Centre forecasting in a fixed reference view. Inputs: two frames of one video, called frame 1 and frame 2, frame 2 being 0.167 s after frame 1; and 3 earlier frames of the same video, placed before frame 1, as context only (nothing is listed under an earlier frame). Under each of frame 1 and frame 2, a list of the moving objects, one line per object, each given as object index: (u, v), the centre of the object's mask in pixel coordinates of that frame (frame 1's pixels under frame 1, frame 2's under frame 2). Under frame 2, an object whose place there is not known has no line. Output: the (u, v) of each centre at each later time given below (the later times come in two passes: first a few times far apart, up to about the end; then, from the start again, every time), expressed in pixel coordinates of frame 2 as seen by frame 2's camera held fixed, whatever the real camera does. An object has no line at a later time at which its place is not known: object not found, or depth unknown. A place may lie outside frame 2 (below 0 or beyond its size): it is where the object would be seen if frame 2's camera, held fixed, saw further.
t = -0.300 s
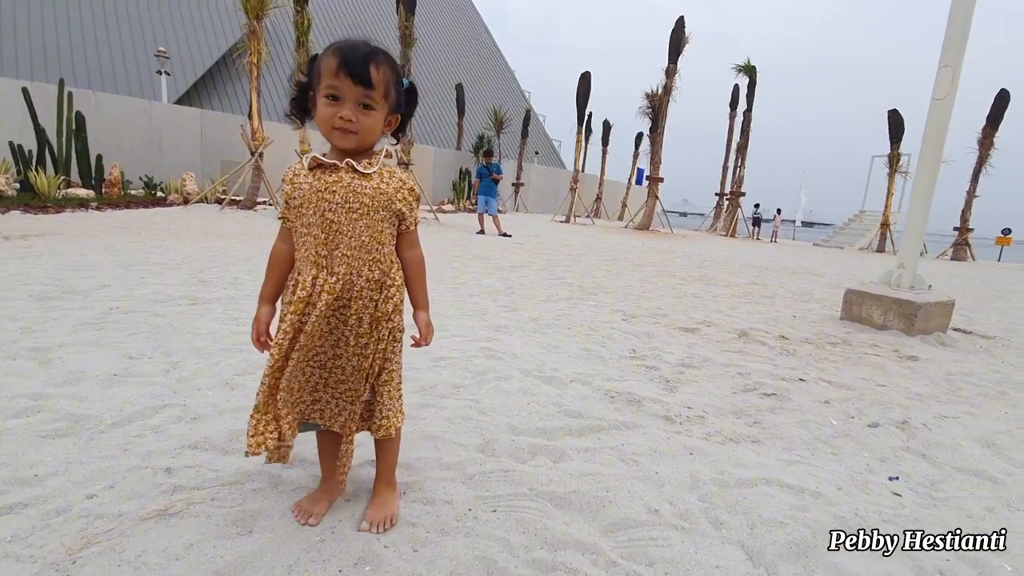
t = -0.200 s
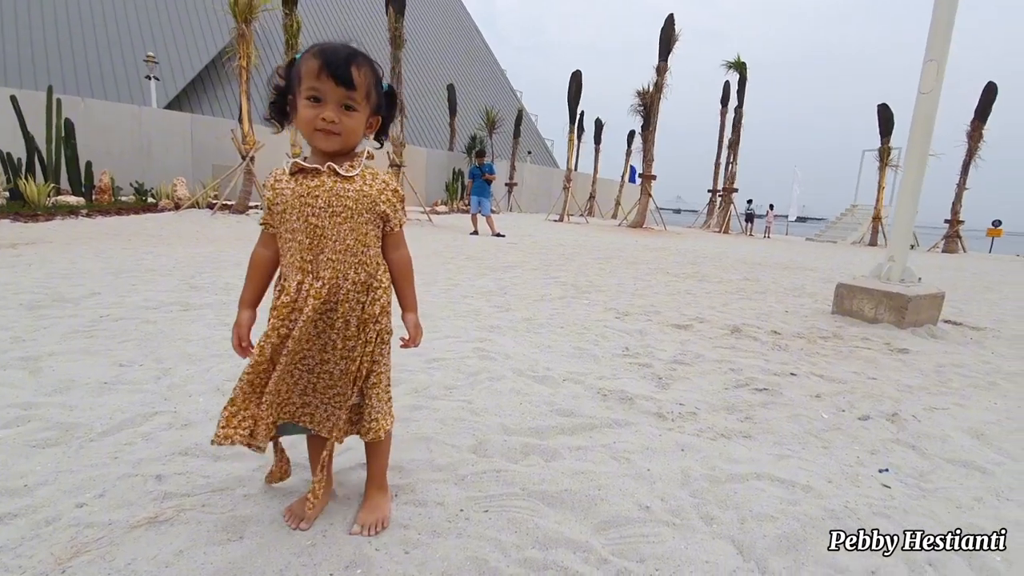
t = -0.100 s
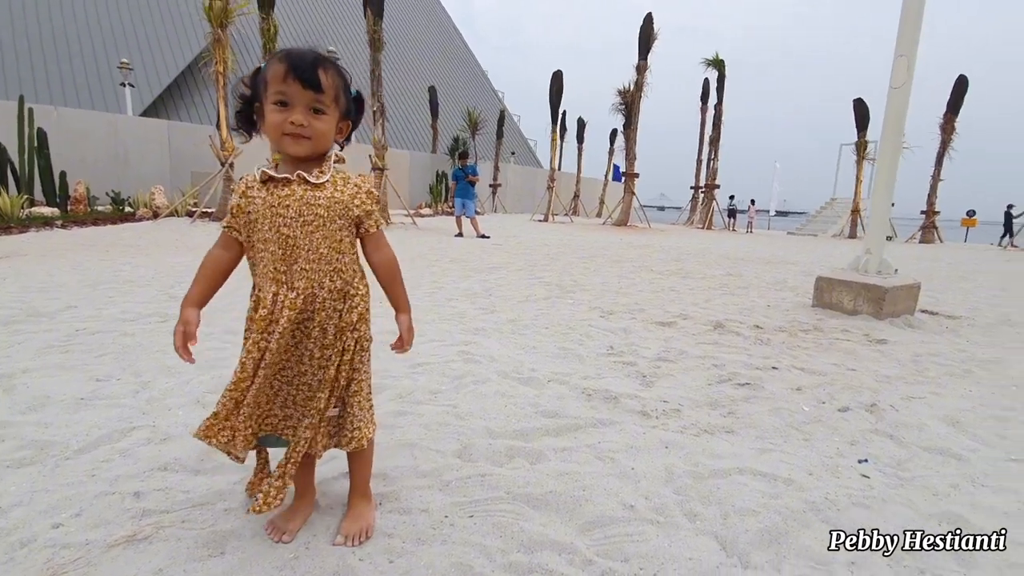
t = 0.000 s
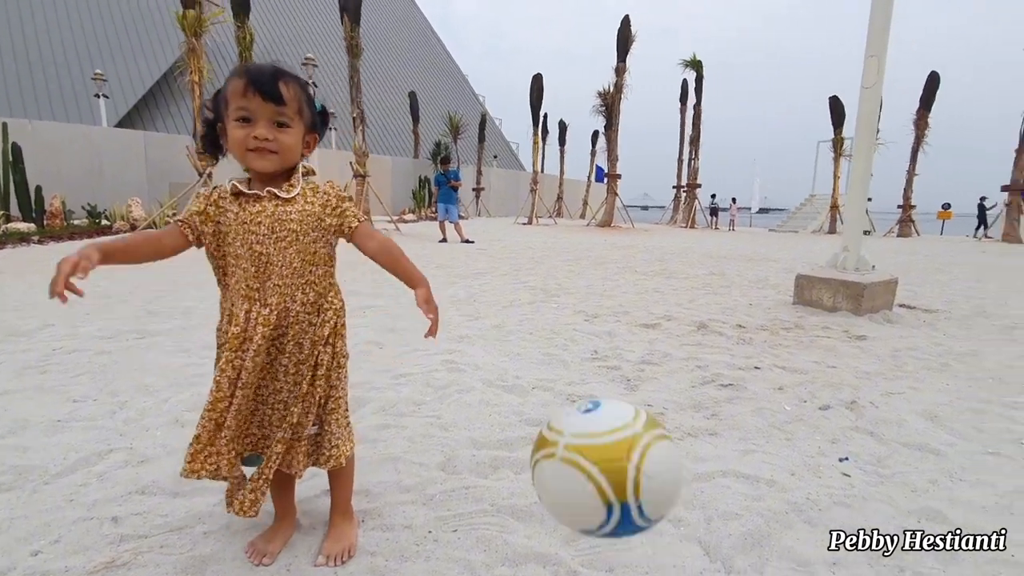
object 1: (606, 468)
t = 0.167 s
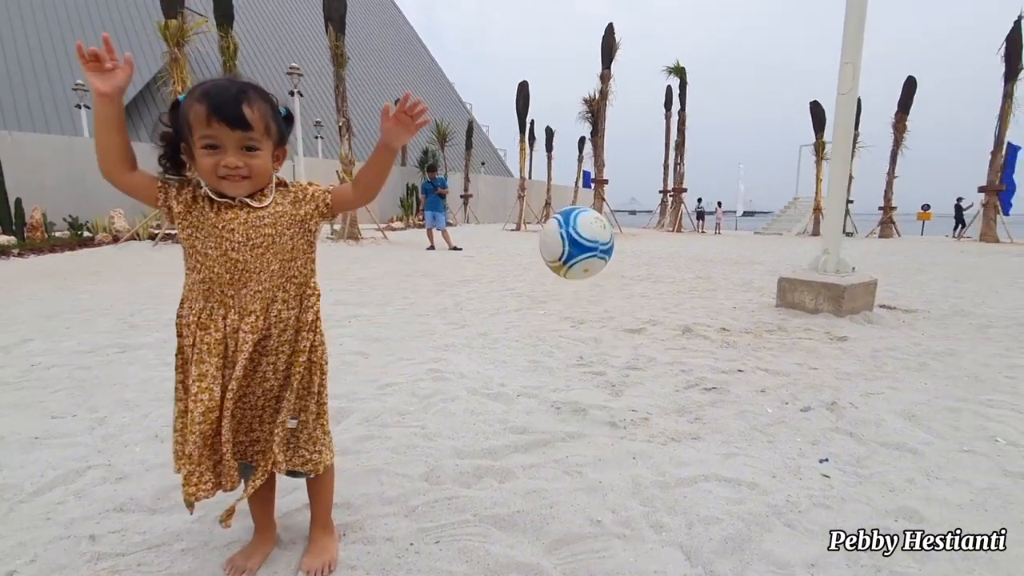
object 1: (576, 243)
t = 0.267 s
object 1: (570, 234)
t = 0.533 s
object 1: (556, 344)
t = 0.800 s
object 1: (565, 334)
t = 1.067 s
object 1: (574, 323)
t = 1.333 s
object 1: (582, 315)
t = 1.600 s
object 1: (587, 309)
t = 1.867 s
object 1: (591, 307)
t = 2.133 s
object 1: (596, 305)
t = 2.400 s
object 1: (600, 306)
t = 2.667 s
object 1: (599, 305)
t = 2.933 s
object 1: (599, 305)
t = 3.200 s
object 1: (599, 306)
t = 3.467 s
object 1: (599, 305)
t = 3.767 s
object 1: (599, 306)
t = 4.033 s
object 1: (599, 305)
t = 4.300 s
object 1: (599, 305)
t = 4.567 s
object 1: (599, 305)
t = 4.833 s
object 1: (599, 305)
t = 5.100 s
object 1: (599, 306)
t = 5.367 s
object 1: (599, 306)
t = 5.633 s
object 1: (599, 305)
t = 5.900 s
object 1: (599, 306)
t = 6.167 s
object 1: (599, 305)
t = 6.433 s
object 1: (599, 305)
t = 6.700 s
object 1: (599, 305)
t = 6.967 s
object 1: (599, 305)
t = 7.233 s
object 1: (599, 306)
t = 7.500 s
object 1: (599, 306)
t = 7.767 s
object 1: (599, 306)
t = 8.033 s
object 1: (599, 305)
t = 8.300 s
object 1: (600, 306)
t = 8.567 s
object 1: (600, 306)
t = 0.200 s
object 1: (574, 234)
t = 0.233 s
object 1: (572, 232)
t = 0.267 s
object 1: (570, 234)
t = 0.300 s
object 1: (569, 240)
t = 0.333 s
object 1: (567, 250)
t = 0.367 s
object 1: (565, 262)
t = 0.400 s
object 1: (564, 276)
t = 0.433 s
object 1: (561, 292)
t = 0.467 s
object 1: (560, 309)
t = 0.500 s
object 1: (557, 326)
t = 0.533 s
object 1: (556, 344)
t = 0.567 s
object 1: (557, 351)
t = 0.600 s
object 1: (558, 341)
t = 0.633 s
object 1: (561, 334)
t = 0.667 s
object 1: (562, 329)
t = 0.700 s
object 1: (563, 328)
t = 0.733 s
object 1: (564, 329)
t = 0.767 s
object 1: (565, 332)
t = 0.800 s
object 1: (565, 334)
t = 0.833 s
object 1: (566, 331)
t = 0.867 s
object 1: (569, 330)
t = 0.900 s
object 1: (569, 329)
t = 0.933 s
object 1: (571, 327)
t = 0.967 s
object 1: (571, 324)
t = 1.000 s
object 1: (572, 323)
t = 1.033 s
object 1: (573, 323)
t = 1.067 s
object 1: (574, 323)
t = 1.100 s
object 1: (575, 321)
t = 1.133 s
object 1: (577, 320)
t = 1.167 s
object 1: (578, 319)
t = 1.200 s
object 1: (579, 318)
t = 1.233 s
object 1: (580, 318)
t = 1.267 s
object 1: (580, 317)
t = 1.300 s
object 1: (581, 316)
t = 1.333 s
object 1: (582, 315)
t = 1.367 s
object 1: (583, 315)
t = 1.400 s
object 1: (584, 314)
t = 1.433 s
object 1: (585, 313)
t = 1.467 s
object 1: (585, 313)
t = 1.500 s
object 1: (585, 312)
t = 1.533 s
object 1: (586, 311)
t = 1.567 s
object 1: (587, 310)
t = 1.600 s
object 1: (587, 309)
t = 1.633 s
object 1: (587, 309)
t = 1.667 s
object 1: (588, 308)
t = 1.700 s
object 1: (589, 308)
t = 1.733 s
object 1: (589, 308)
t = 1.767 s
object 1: (590, 307)
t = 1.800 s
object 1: (590, 307)
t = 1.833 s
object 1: (591, 307)
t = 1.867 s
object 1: (591, 307)
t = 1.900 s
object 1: (592, 306)
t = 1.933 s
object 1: (592, 307)
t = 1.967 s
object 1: (593, 306)
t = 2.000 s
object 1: (594, 306)
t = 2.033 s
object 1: (595, 306)
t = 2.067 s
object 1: (595, 306)
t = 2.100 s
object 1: (596, 305)
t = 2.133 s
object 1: (596, 305)
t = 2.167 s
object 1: (597, 305)
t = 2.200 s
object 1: (598, 305)
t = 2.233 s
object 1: (598, 305)
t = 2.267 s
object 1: (598, 305)
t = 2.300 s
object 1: (599, 306)
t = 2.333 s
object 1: (599, 306)
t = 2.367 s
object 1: (600, 306)
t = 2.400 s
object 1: (600, 306)
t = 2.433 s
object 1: (600, 306)
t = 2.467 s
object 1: (600, 306)
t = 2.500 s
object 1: (600, 306)
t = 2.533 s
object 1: (600, 306)
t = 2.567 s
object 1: (600, 306)
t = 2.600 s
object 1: (600, 306)
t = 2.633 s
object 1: (599, 305)
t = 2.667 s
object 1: (599, 305)
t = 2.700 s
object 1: (599, 305)
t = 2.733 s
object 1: (599, 305)
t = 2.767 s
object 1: (599, 305)
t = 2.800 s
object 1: (599, 306)
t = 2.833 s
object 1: (599, 305)
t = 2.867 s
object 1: (599, 305)
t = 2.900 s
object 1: (599, 305)
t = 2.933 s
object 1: (599, 305)
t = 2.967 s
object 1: (599, 305)
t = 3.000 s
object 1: (599, 305)
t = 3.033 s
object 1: (599, 306)
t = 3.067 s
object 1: (599, 305)
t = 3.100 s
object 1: (600, 305)
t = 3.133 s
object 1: (600, 305)
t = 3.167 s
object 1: (599, 306)
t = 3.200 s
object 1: (599, 306)
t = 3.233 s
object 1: (599, 306)
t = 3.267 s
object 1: (599, 305)
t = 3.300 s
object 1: (599, 306)
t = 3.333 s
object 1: (599, 305)
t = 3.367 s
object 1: (599, 305)
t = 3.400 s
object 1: (599, 305)
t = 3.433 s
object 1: (599, 306)
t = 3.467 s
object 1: (599, 305)
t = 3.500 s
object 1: (599, 306)
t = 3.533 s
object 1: (599, 305)
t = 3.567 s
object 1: (599, 306)
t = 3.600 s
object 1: (599, 306)
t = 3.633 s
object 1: (599, 306)
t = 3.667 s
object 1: (599, 306)
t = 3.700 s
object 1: (599, 306)
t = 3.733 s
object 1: (599, 306)
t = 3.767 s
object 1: (599, 306)
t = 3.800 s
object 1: (599, 305)
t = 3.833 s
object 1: (599, 306)
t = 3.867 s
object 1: (599, 306)
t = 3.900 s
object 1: (599, 306)
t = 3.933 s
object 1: (599, 305)
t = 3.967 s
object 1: (599, 305)
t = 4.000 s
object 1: (599, 305)
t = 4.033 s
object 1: (599, 305)
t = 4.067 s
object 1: (599, 305)
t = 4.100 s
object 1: (599, 305)
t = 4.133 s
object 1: (599, 305)
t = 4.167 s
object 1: (599, 305)
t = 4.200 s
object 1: (599, 305)
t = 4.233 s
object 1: (599, 305)
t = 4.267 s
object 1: (599, 305)
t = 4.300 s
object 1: (599, 305)
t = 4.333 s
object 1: (599, 305)
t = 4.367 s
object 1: (599, 305)
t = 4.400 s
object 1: (599, 305)
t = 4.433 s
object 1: (599, 305)
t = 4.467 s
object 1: (599, 305)
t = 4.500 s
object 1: (599, 305)
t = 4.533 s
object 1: (599, 305)
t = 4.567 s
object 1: (599, 305)
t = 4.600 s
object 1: (599, 305)
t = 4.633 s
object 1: (599, 306)
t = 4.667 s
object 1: (599, 306)
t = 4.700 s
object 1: (599, 306)
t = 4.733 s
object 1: (599, 305)
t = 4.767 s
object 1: (599, 305)
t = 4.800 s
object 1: (599, 306)
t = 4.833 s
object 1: (599, 305)
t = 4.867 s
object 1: (599, 305)
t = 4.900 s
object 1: (599, 305)
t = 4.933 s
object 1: (599, 305)
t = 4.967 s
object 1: (599, 305)
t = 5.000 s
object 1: (599, 305)
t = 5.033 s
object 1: (599, 306)
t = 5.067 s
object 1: (599, 305)
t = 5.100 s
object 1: (599, 306)
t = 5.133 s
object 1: (599, 305)
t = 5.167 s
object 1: (599, 305)
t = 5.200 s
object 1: (599, 306)
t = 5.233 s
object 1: (599, 305)
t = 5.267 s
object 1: (599, 306)
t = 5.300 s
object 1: (599, 306)
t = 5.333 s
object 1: (599, 305)
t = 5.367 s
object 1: (599, 306)
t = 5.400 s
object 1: (599, 306)
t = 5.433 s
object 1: (599, 306)
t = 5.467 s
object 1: (599, 305)
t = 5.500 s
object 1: (599, 305)
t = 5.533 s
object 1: (599, 305)
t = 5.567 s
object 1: (599, 306)
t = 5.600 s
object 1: (599, 306)
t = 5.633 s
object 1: (599, 305)
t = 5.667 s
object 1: (599, 306)
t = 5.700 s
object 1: (599, 305)
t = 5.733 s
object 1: (599, 305)
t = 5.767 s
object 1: (599, 306)
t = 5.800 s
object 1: (599, 305)
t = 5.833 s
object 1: (599, 305)
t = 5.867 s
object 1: (599, 305)
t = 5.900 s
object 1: (599, 306)
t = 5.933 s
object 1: (599, 306)
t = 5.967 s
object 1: (599, 305)
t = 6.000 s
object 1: (599, 306)
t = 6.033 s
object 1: (599, 306)
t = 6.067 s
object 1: (599, 305)
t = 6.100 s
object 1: (599, 305)
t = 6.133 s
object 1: (599, 305)
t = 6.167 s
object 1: (599, 305)
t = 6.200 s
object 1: (599, 305)
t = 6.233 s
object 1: (599, 305)
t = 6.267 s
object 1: (599, 305)
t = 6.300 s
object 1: (599, 305)
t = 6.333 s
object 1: (599, 305)
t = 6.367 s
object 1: (599, 305)
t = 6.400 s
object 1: (599, 305)
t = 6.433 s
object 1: (599, 305)
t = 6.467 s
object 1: (599, 305)
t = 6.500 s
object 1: (599, 305)
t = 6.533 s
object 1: (599, 305)
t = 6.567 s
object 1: (599, 305)
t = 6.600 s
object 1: (599, 305)
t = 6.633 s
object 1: (599, 305)
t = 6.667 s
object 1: (599, 305)
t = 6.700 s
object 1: (599, 305)
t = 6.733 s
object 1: (599, 306)
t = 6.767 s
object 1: (599, 305)
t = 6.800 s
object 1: (599, 305)
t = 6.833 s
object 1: (599, 305)
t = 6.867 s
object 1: (599, 305)
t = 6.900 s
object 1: (599, 305)
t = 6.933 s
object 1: (599, 305)
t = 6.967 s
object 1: (599, 305)
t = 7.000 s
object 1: (599, 305)
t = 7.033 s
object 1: (599, 305)
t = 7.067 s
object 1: (599, 305)
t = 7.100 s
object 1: (599, 305)
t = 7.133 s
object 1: (599, 306)
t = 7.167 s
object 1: (599, 305)
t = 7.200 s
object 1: (599, 306)
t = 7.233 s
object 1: (599, 306)
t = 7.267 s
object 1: (599, 306)
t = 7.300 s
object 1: (599, 306)
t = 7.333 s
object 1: (599, 306)
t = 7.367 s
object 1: (599, 306)
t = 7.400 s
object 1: (599, 306)
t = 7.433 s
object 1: (599, 306)
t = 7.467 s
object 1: (599, 306)
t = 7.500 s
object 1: (599, 306)
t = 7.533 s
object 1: (599, 305)
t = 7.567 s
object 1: (599, 306)
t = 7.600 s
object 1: (599, 306)
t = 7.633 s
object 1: (599, 306)
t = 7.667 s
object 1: (599, 306)
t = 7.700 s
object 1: (599, 306)
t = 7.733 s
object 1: (599, 306)
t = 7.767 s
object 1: (599, 306)
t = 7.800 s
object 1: (599, 306)
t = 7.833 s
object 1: (599, 306)
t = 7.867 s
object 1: (599, 306)
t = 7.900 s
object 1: (599, 306)
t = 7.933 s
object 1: (599, 306)
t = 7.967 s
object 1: (599, 306)
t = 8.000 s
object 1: (599, 306)
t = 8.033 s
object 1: (599, 305)
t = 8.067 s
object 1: (599, 306)
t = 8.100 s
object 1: (599, 306)
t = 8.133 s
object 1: (599, 306)
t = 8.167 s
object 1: (600, 305)
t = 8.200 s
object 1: (600, 306)
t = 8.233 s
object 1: (600, 306)
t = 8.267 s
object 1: (600, 306)
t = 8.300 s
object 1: (600, 306)
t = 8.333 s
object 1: (600, 306)
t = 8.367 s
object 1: (600, 306)
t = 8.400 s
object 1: (600, 306)
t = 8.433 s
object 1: (600, 306)
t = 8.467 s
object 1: (600, 306)
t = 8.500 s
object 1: (600, 306)
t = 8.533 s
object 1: (600, 306)
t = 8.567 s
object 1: (600, 306)
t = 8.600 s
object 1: (600, 306)
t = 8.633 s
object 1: (600, 306)
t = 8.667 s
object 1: (600, 306)
